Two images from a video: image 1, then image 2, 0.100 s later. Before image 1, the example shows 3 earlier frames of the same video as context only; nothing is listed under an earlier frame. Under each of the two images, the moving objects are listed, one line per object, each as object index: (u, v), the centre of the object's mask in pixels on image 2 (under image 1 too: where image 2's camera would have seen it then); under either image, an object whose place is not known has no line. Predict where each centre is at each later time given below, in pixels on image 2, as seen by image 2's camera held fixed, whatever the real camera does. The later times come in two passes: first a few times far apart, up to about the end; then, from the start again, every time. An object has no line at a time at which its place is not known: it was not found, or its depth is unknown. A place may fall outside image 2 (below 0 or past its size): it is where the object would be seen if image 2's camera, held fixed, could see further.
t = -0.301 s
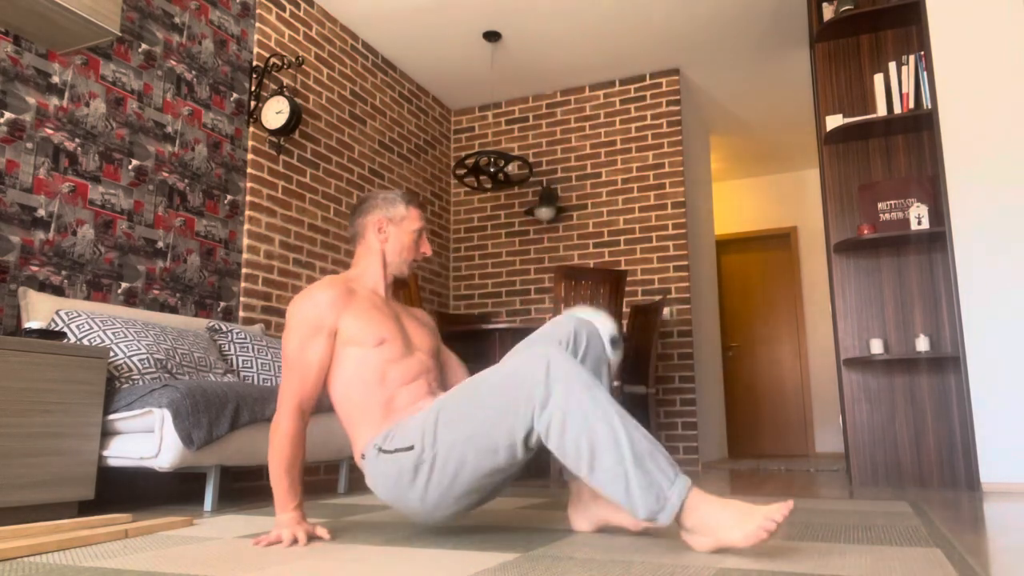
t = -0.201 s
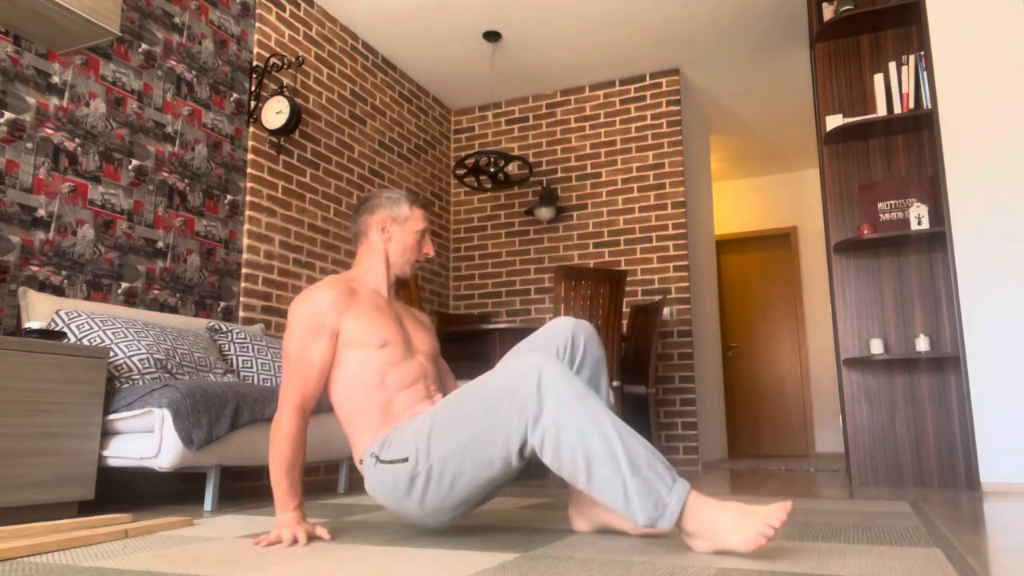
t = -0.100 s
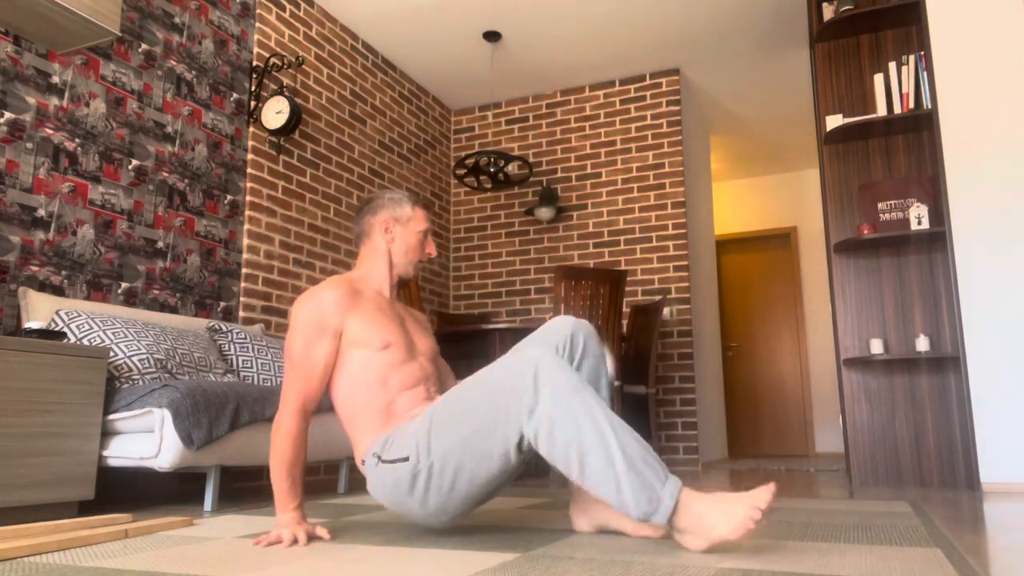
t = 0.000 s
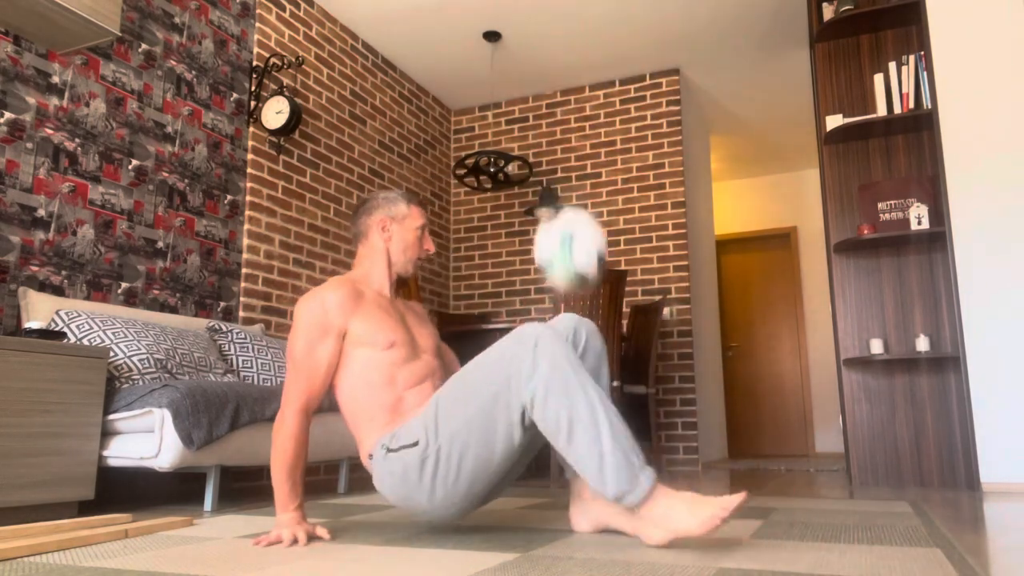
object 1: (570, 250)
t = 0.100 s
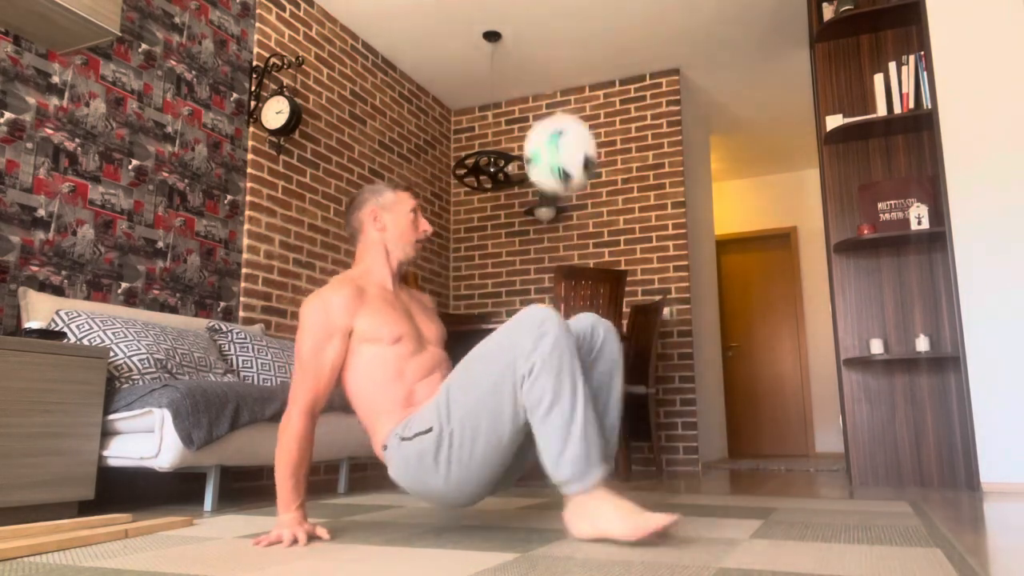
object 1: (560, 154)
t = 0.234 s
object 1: (547, 76)
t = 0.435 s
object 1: (528, 64)
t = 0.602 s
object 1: (511, 158)
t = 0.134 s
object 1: (556, 128)
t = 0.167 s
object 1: (553, 108)
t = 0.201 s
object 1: (550, 90)
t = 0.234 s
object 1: (547, 76)
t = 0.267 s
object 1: (543, 65)
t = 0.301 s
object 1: (540, 58)
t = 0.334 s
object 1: (538, 55)
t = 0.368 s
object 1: (534, 55)
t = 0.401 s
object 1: (531, 58)
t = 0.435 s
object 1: (528, 64)
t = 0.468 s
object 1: (525, 74)
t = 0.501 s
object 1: (522, 89)
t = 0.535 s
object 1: (518, 107)
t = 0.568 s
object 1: (515, 131)
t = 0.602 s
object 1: (511, 158)
